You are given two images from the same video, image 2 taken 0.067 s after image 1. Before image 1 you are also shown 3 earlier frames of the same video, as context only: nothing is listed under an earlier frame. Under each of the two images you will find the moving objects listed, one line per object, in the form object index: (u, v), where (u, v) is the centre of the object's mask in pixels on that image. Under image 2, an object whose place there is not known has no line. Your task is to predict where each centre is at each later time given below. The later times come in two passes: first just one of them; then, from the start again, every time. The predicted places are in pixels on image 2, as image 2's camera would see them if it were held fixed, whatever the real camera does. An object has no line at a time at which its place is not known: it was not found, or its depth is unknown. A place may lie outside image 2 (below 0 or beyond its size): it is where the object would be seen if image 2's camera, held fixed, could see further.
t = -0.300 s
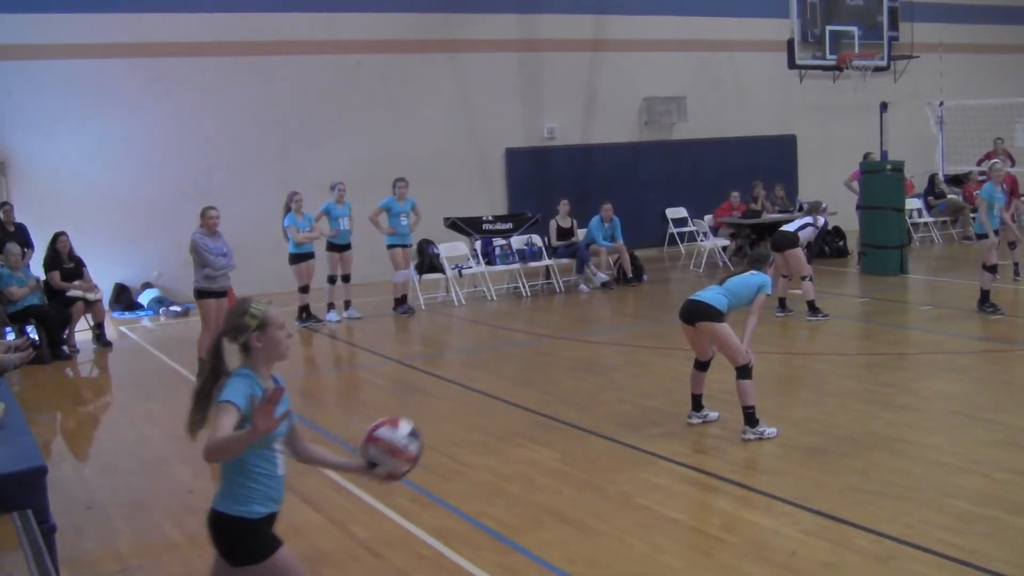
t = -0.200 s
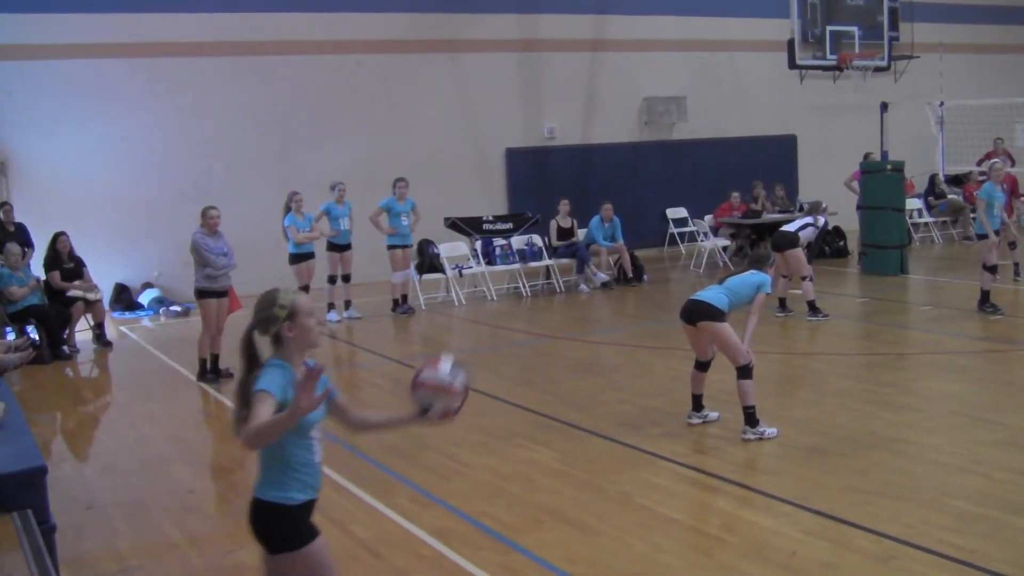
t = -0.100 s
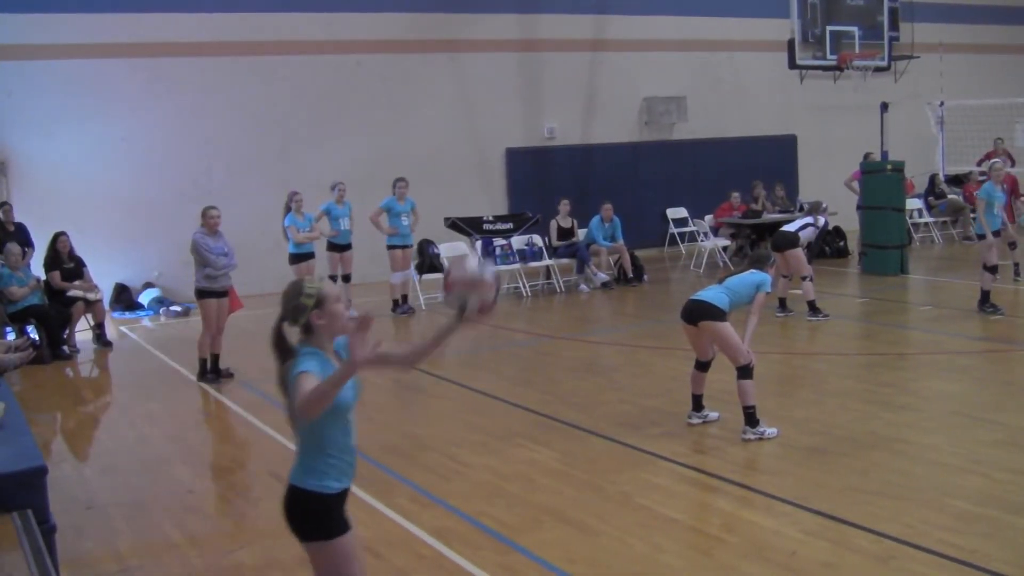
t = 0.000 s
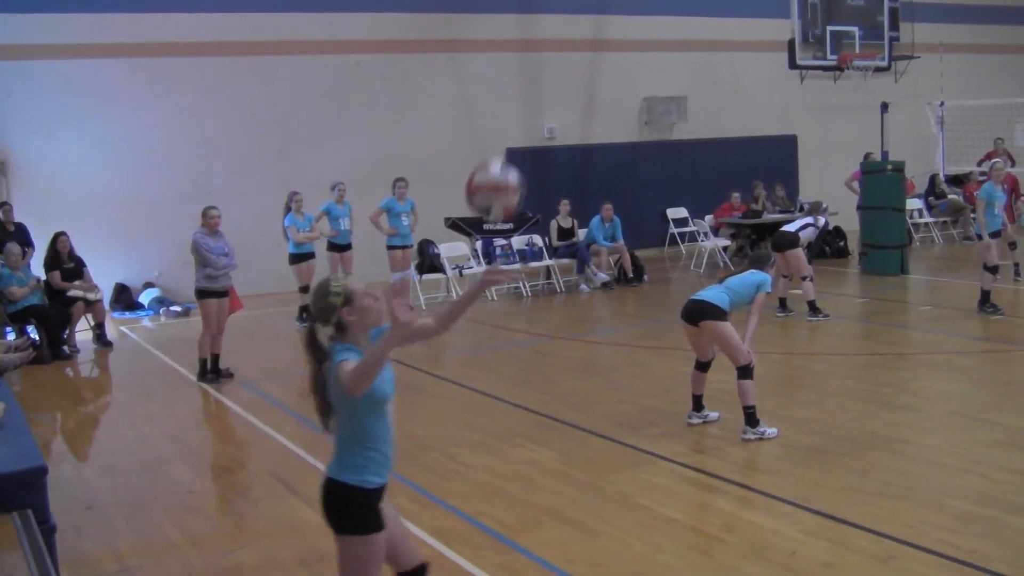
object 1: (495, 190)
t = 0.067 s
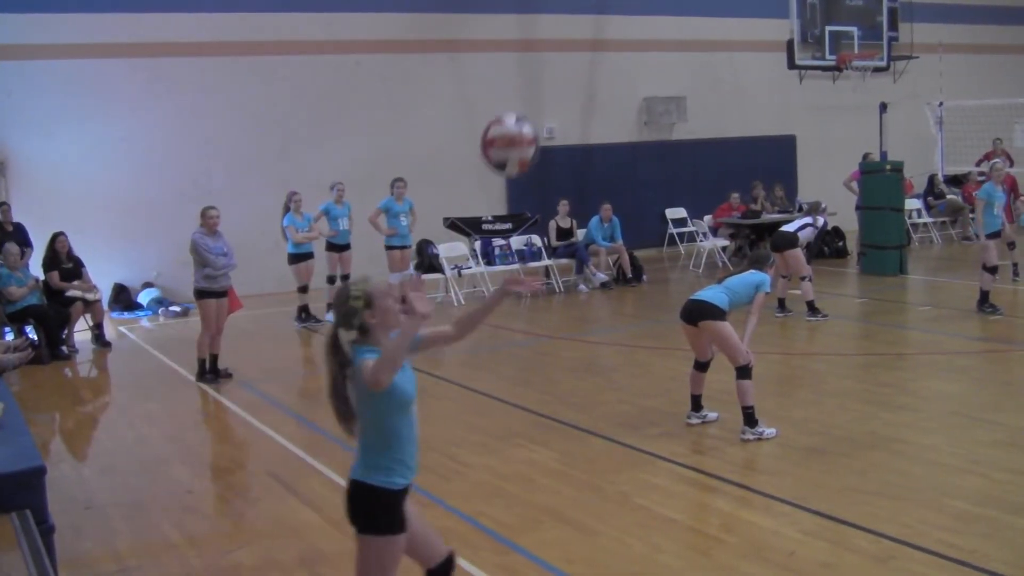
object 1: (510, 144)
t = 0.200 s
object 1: (549, 90)
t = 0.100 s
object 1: (519, 125)
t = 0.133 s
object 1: (529, 110)
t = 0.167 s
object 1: (540, 99)
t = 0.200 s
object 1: (549, 90)
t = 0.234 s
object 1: (558, 84)
